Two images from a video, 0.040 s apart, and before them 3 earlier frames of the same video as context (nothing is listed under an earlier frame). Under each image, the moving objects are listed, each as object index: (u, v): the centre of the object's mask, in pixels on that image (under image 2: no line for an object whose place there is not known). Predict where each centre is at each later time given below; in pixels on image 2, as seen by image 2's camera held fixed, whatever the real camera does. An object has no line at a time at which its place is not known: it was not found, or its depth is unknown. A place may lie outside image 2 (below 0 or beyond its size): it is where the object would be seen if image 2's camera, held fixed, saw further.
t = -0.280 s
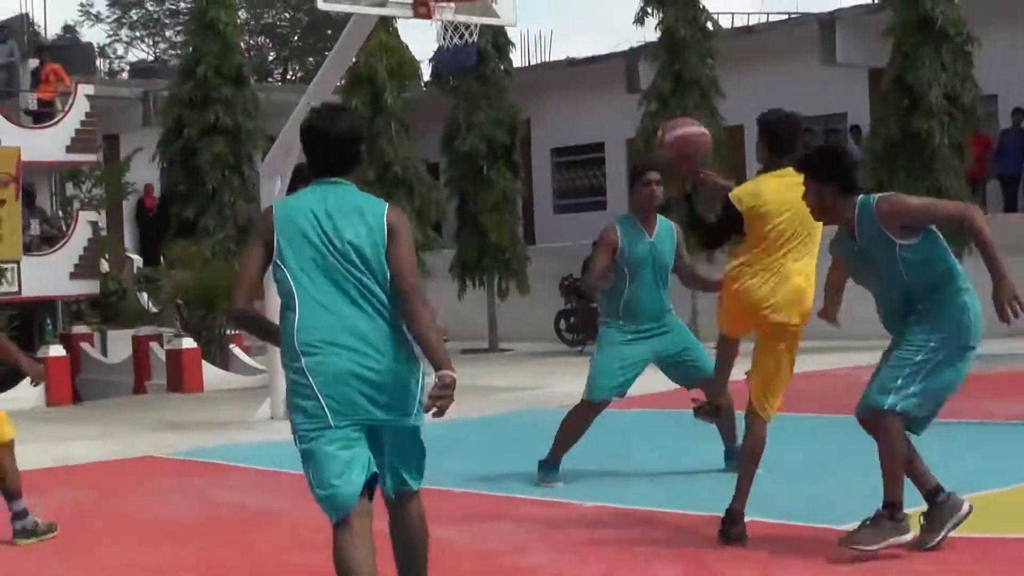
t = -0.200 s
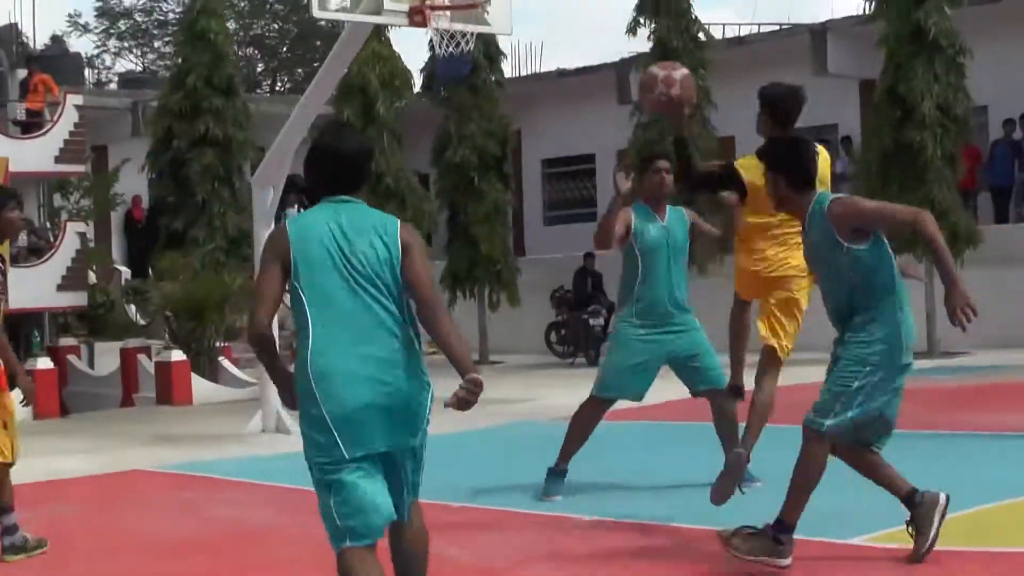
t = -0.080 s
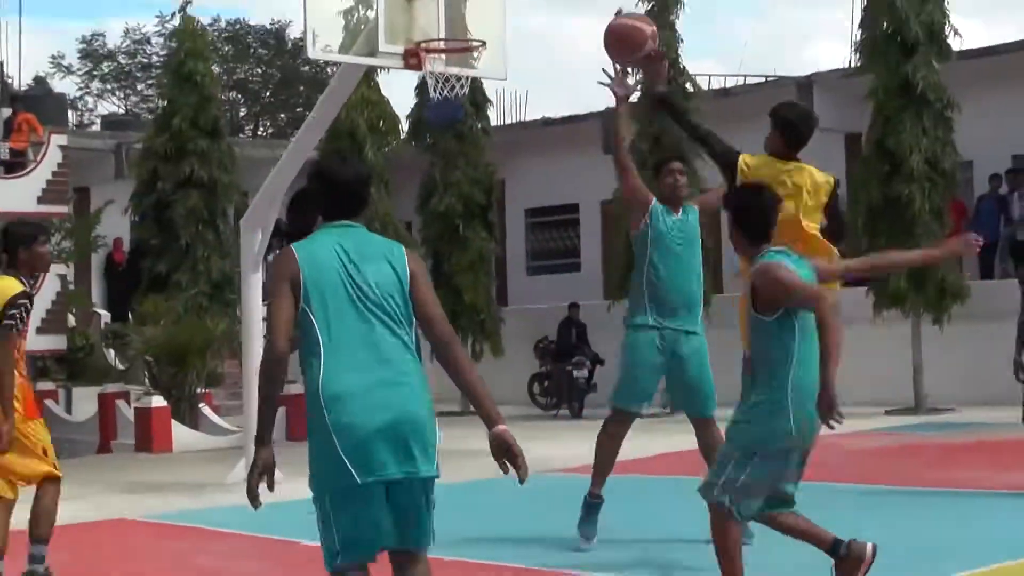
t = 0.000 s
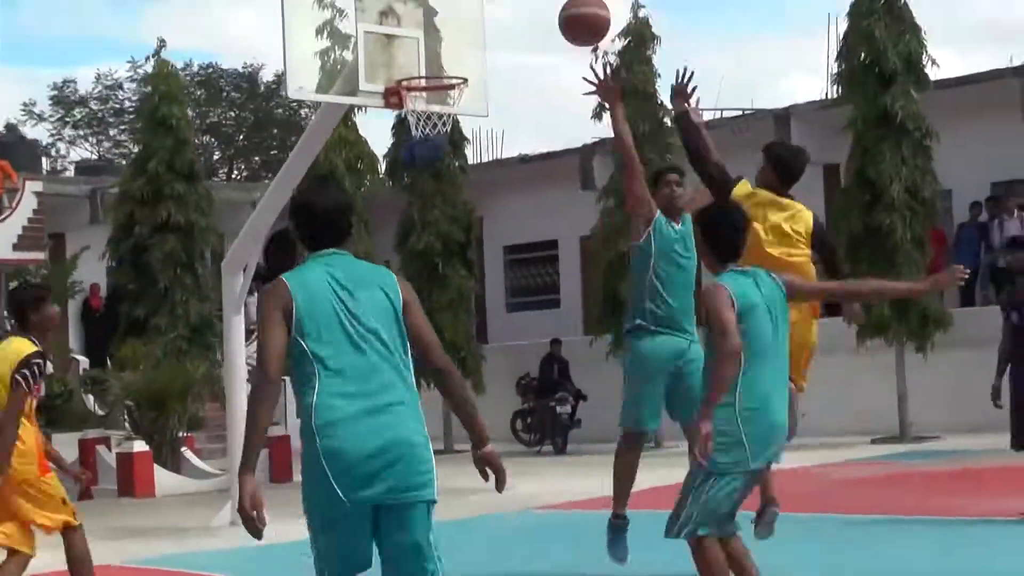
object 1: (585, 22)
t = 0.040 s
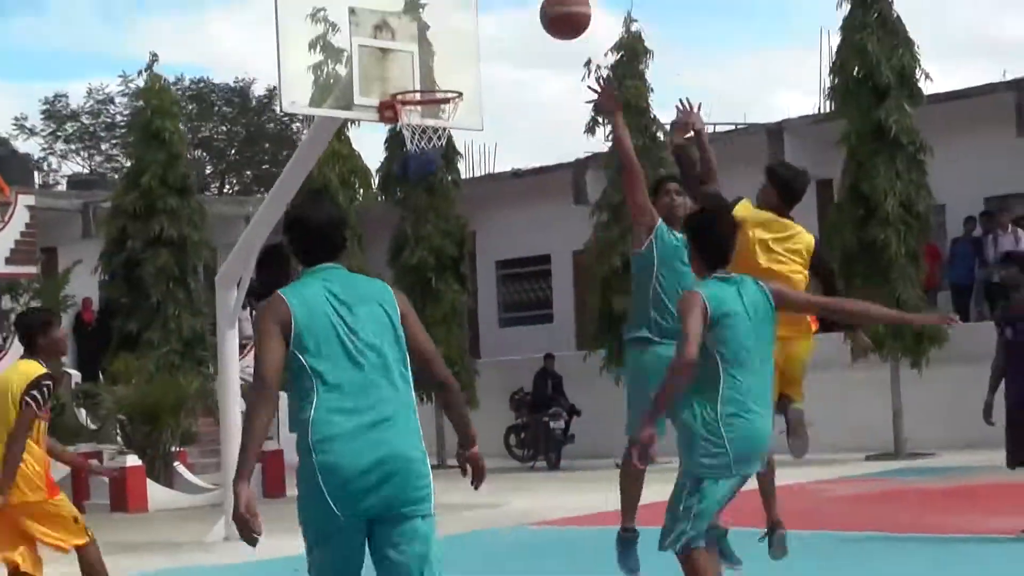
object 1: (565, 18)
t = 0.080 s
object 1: (552, 1)
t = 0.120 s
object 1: (540, -12)
